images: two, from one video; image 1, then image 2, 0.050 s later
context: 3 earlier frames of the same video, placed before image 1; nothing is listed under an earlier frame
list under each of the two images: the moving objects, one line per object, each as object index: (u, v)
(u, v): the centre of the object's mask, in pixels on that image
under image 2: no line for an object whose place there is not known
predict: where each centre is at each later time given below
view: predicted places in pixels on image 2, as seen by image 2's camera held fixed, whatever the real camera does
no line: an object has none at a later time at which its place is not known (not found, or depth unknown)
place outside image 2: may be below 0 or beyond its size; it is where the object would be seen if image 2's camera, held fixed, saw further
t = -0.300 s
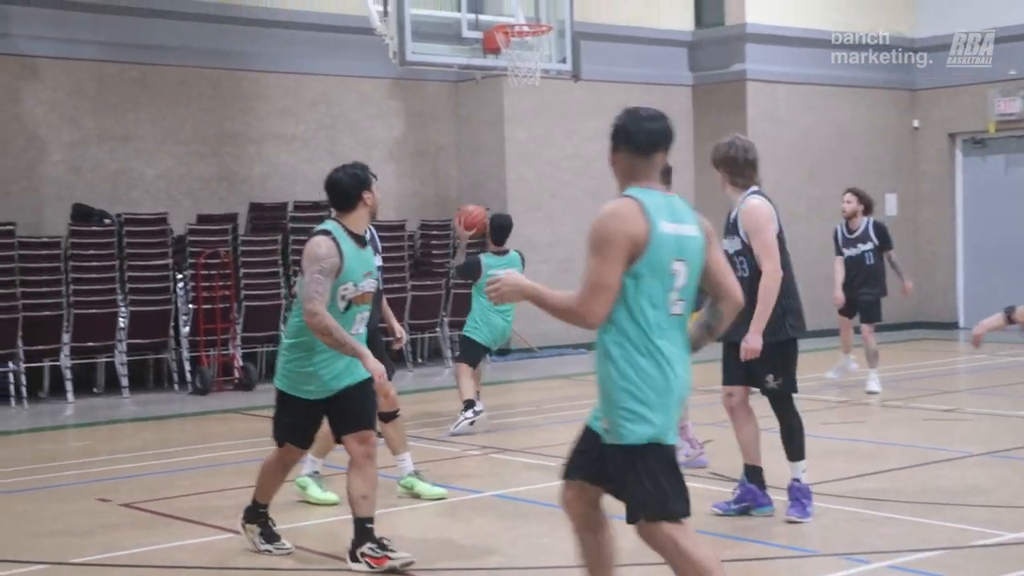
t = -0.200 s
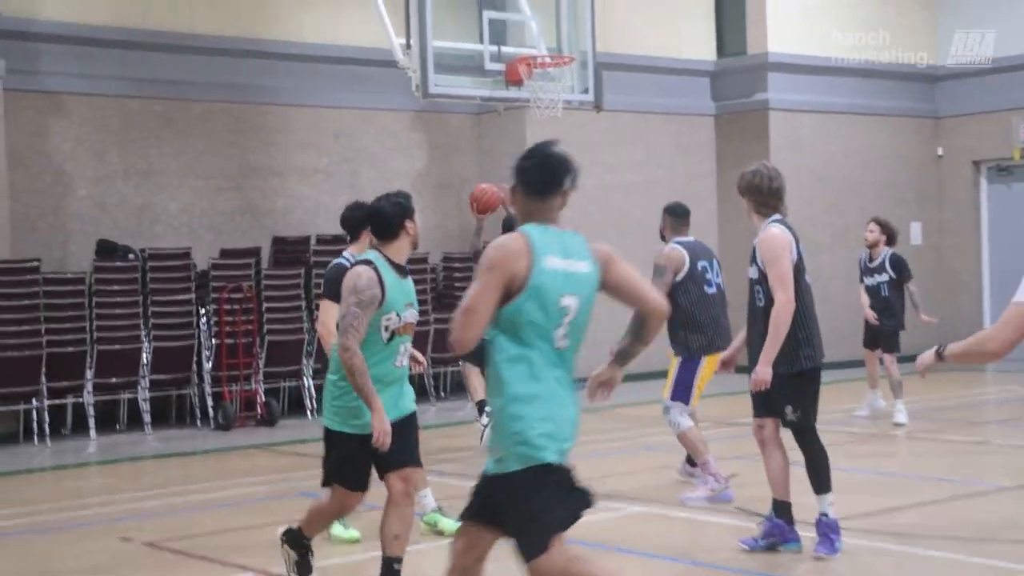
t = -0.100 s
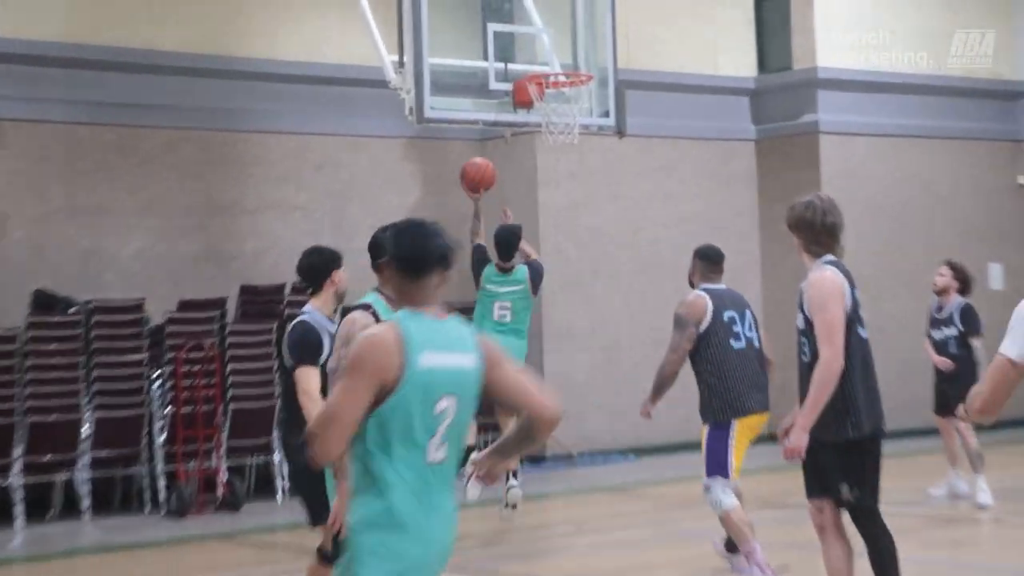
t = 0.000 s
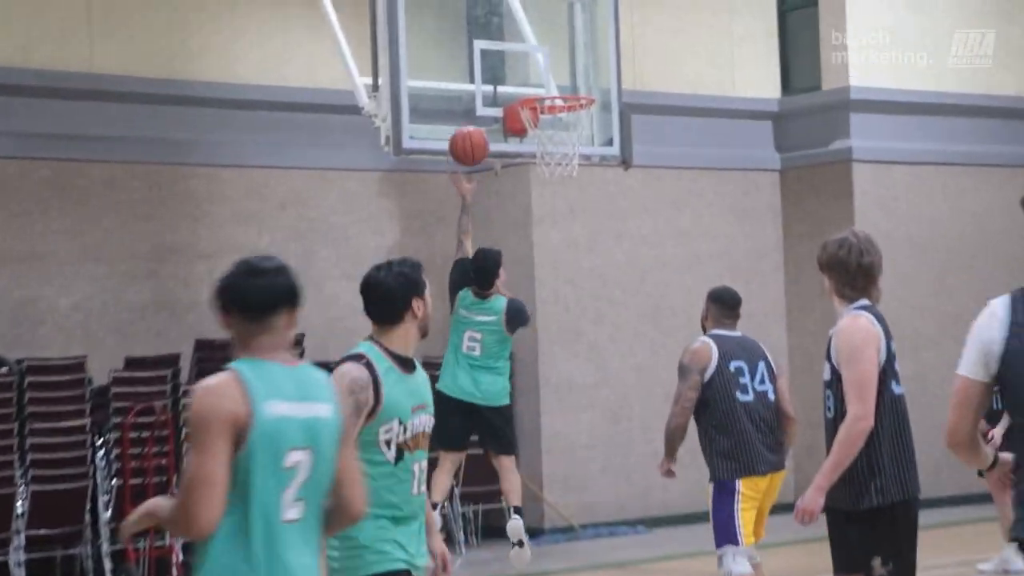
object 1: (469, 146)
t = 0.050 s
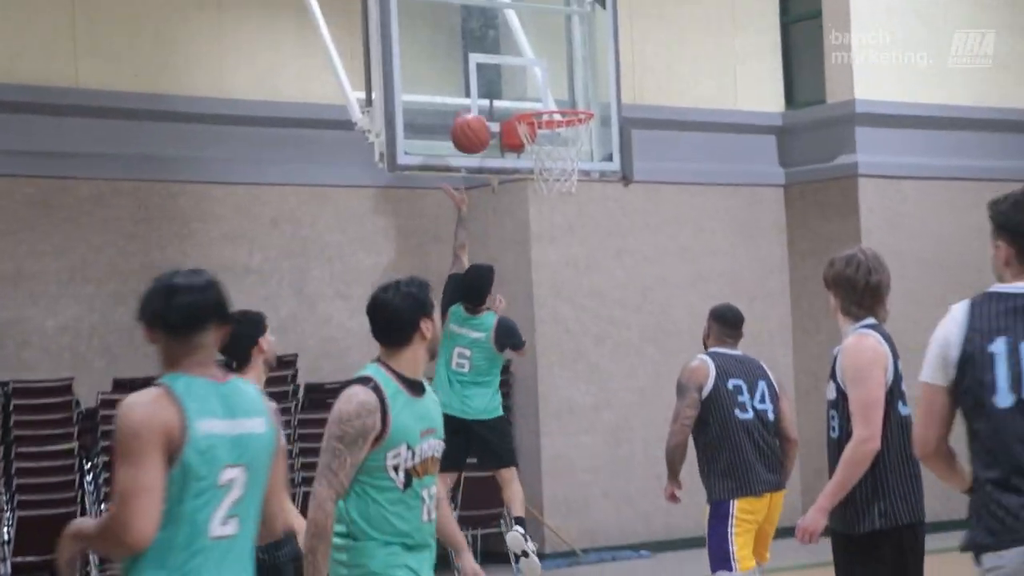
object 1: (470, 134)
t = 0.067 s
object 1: (473, 126)
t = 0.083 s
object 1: (475, 117)
